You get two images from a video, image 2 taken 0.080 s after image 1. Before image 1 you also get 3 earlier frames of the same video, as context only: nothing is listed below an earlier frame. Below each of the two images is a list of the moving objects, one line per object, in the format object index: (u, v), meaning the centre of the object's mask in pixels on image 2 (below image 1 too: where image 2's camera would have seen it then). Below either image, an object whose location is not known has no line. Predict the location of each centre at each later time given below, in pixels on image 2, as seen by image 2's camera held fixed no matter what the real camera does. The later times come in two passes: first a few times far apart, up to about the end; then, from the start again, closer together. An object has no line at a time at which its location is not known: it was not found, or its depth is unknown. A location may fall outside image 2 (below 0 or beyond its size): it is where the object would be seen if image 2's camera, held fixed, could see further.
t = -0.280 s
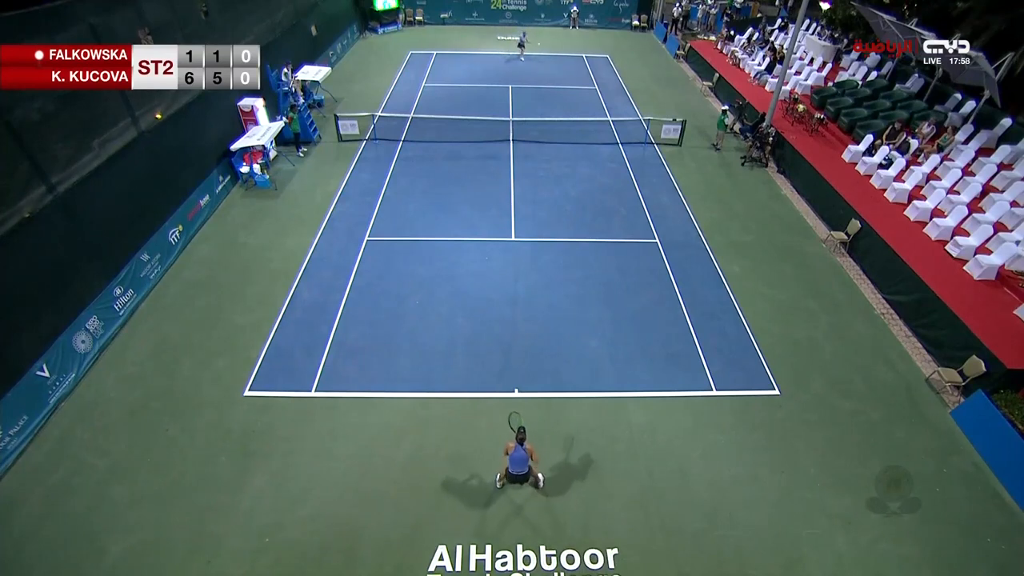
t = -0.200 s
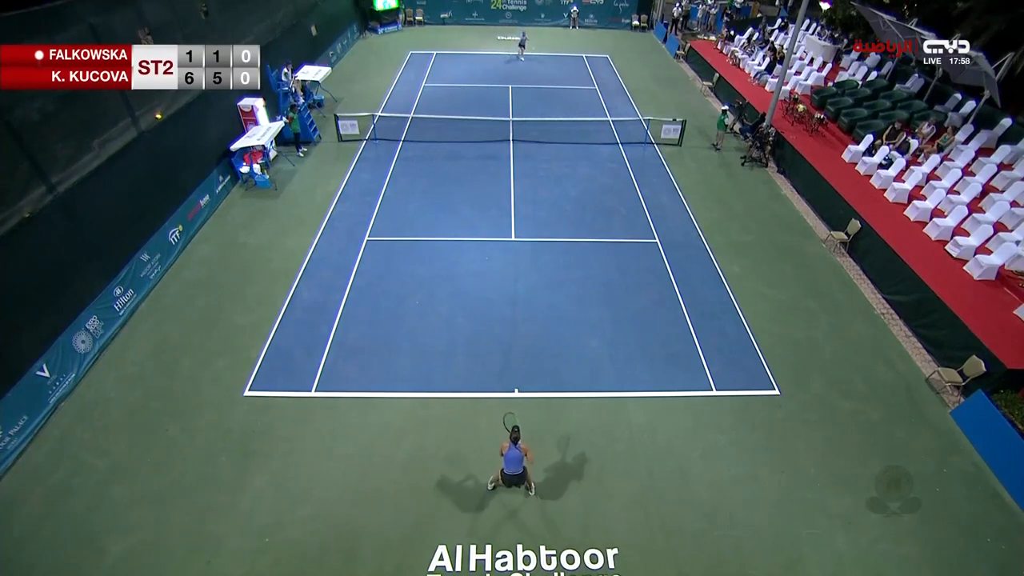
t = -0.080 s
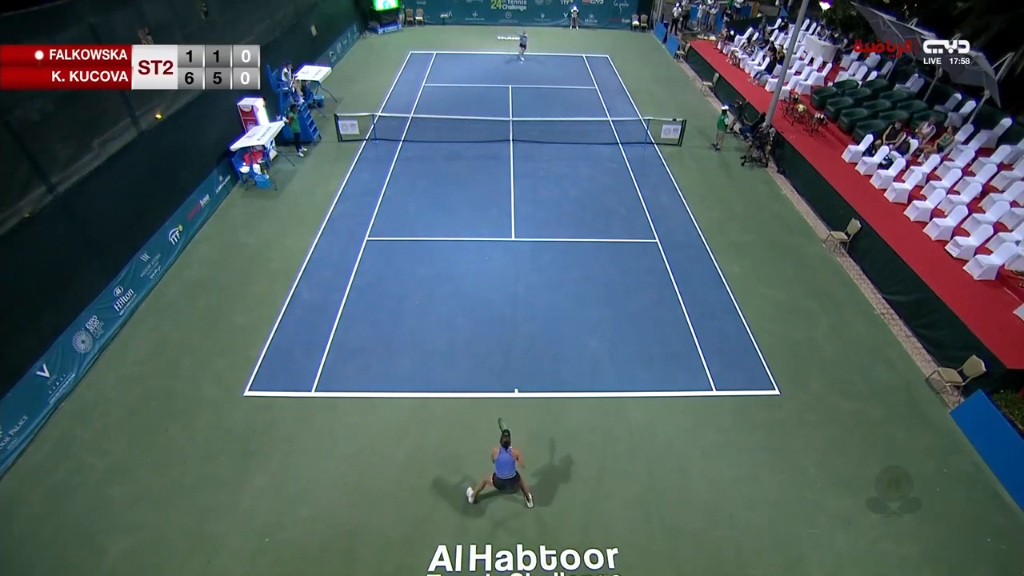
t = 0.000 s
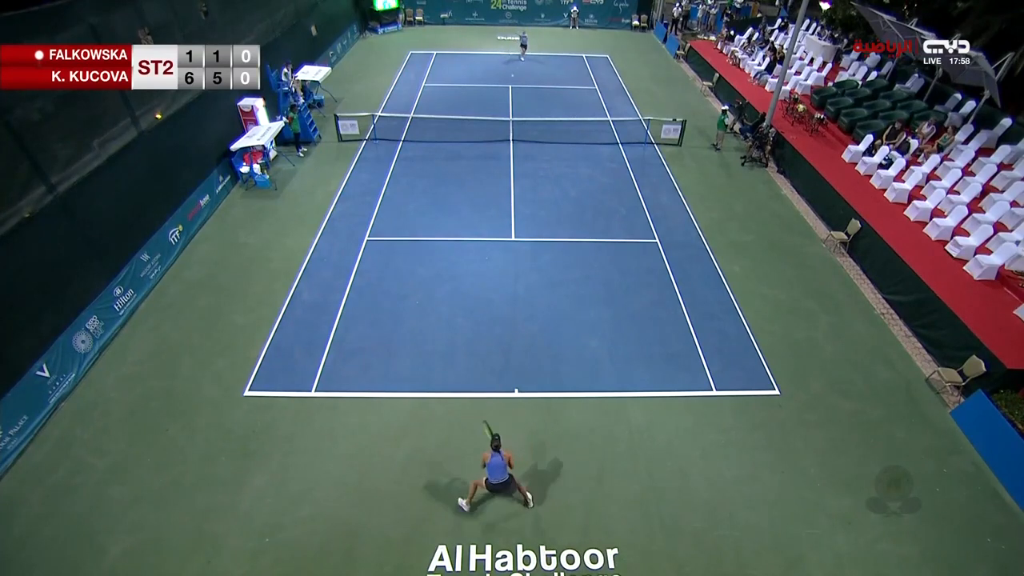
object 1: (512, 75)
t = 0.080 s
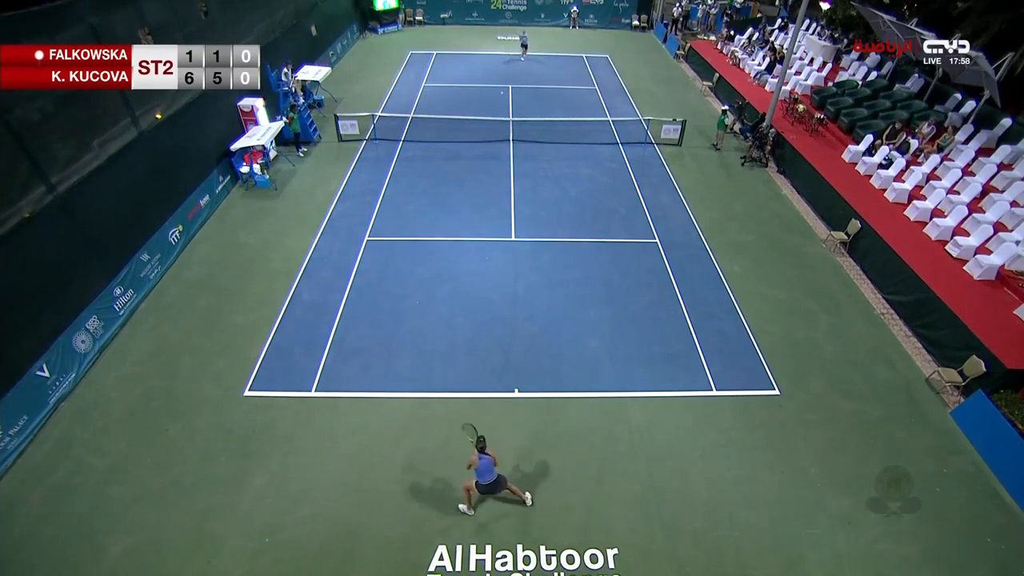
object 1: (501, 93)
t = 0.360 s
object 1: (451, 196)
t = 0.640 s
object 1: (378, 381)
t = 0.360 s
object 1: (451, 196)
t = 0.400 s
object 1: (443, 218)
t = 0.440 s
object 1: (433, 243)
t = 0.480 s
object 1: (423, 269)
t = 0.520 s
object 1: (413, 297)
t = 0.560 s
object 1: (401, 328)
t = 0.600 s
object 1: (389, 362)
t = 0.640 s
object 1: (378, 381)
